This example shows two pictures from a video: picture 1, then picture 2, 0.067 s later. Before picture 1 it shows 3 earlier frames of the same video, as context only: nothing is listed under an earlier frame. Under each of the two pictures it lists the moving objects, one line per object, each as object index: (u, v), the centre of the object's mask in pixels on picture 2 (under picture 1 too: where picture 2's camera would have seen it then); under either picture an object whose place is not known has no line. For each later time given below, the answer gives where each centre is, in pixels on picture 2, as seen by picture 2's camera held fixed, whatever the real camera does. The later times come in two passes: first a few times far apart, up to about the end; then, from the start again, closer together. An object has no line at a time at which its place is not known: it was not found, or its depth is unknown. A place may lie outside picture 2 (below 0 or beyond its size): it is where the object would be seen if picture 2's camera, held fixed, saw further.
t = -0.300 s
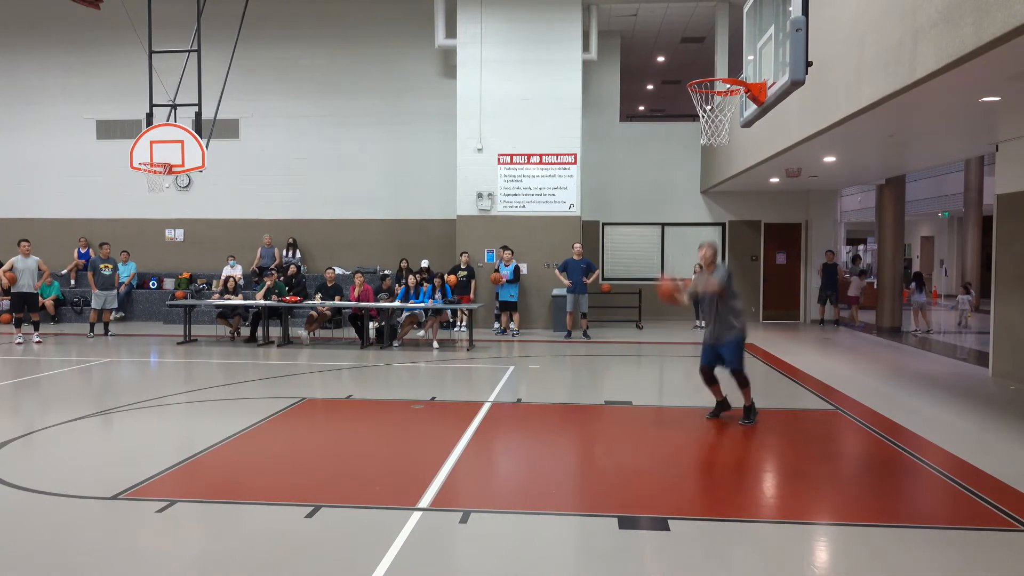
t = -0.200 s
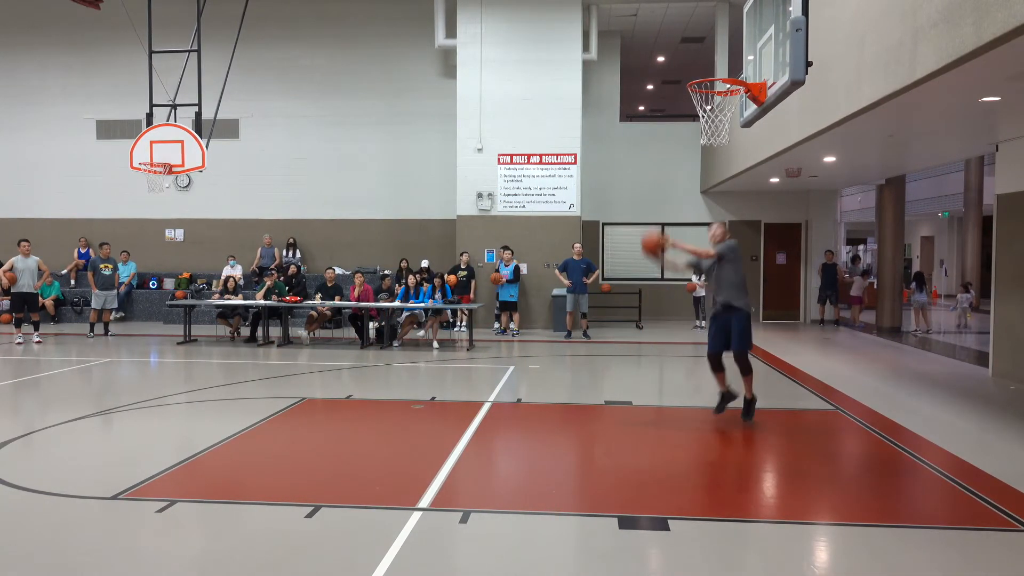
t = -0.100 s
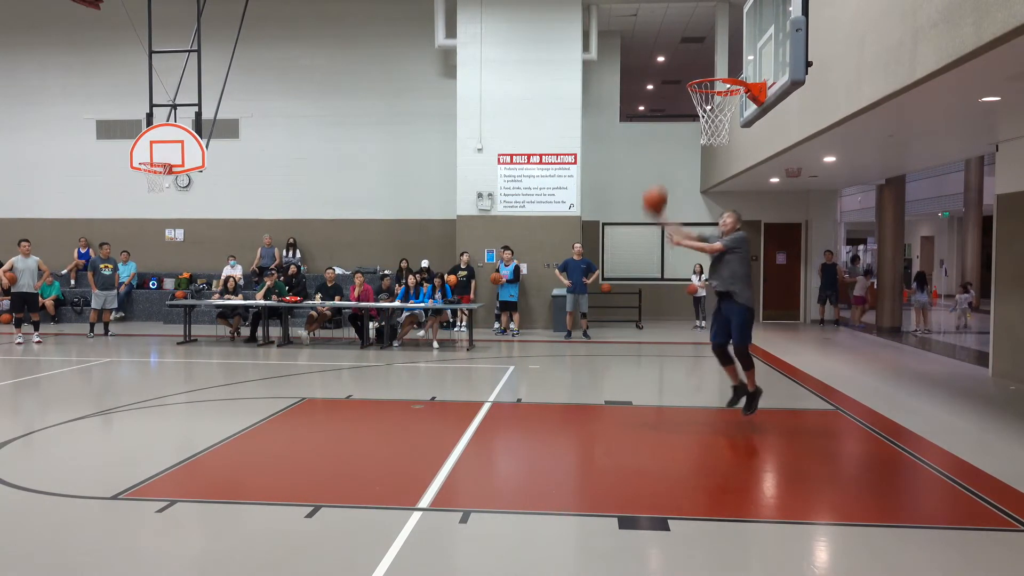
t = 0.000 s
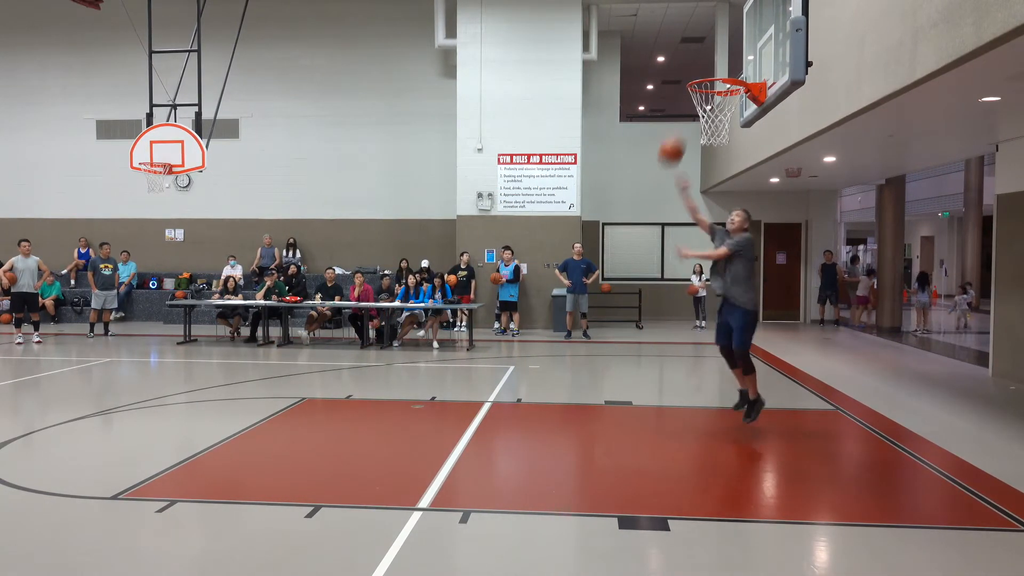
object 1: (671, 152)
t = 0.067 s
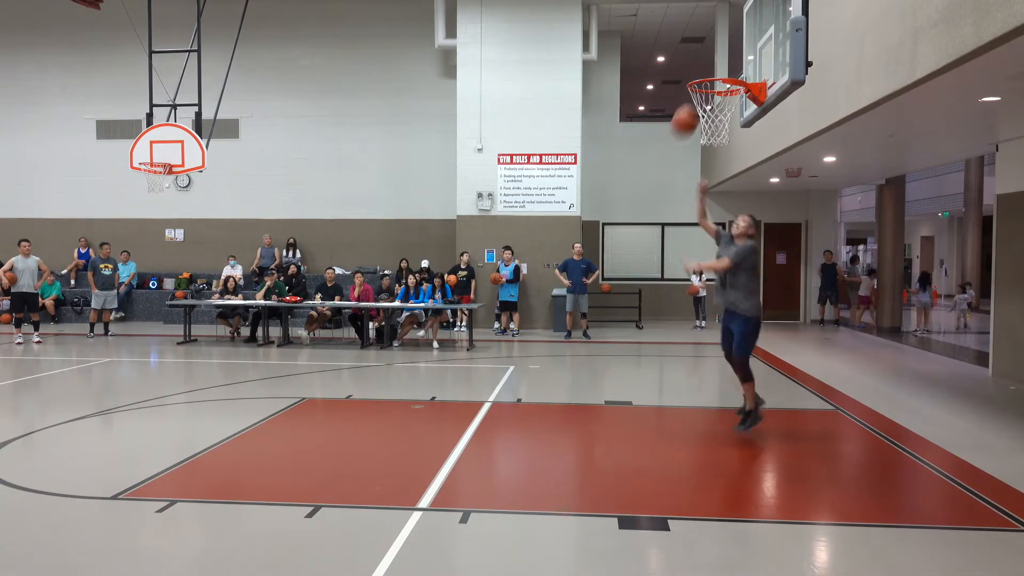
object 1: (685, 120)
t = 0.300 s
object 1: (736, 50)
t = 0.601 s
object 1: (718, 66)
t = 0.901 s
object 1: (682, 74)
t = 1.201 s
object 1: (658, 148)
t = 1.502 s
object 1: (633, 305)
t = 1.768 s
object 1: (614, 346)
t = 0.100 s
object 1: (688, 110)
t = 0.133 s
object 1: (696, 96)
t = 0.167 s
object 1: (706, 80)
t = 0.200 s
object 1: (712, 70)
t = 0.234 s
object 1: (719, 65)
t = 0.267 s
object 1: (727, 56)
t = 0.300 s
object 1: (736, 50)
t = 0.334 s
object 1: (743, 44)
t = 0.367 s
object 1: (750, 40)
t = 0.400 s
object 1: (748, 40)
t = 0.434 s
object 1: (743, 42)
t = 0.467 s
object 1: (739, 45)
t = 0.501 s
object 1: (734, 50)
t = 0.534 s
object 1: (729, 56)
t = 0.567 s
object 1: (724, 63)
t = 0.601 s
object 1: (718, 66)
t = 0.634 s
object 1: (713, 66)
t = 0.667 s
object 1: (708, 66)
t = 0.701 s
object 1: (703, 67)
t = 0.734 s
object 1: (699, 69)
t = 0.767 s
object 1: (694, 71)
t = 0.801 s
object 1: (690, 71)
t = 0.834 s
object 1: (688, 71)
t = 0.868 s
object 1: (685, 72)
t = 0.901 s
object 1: (682, 74)
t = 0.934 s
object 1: (679, 78)
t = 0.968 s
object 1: (676, 83)
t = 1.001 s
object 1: (674, 88)
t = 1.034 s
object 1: (671, 95)
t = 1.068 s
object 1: (668, 103)
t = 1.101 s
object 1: (666, 112)
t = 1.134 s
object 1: (663, 122)
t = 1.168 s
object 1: (660, 134)
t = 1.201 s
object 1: (658, 148)
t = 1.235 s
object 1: (655, 161)
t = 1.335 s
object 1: (647, 208)
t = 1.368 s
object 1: (645, 226)
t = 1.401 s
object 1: (642, 244)
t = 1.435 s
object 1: (639, 265)
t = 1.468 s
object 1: (636, 287)
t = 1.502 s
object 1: (633, 305)
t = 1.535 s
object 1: (631, 326)
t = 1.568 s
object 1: (629, 353)
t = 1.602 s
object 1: (627, 377)
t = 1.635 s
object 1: (624, 404)
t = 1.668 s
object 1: (621, 404)
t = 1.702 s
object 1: (619, 381)
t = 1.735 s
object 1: (617, 363)
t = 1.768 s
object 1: (614, 346)
